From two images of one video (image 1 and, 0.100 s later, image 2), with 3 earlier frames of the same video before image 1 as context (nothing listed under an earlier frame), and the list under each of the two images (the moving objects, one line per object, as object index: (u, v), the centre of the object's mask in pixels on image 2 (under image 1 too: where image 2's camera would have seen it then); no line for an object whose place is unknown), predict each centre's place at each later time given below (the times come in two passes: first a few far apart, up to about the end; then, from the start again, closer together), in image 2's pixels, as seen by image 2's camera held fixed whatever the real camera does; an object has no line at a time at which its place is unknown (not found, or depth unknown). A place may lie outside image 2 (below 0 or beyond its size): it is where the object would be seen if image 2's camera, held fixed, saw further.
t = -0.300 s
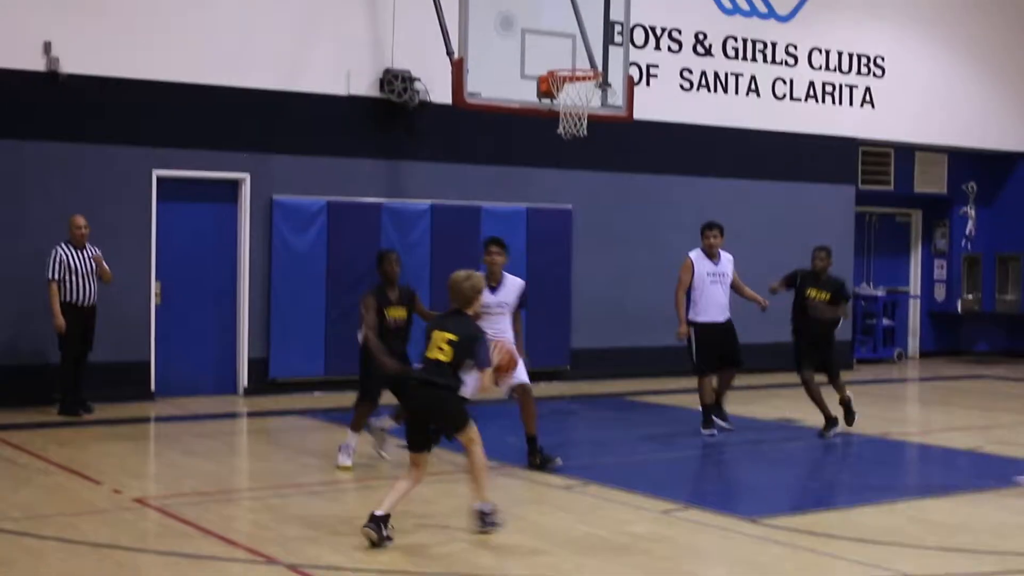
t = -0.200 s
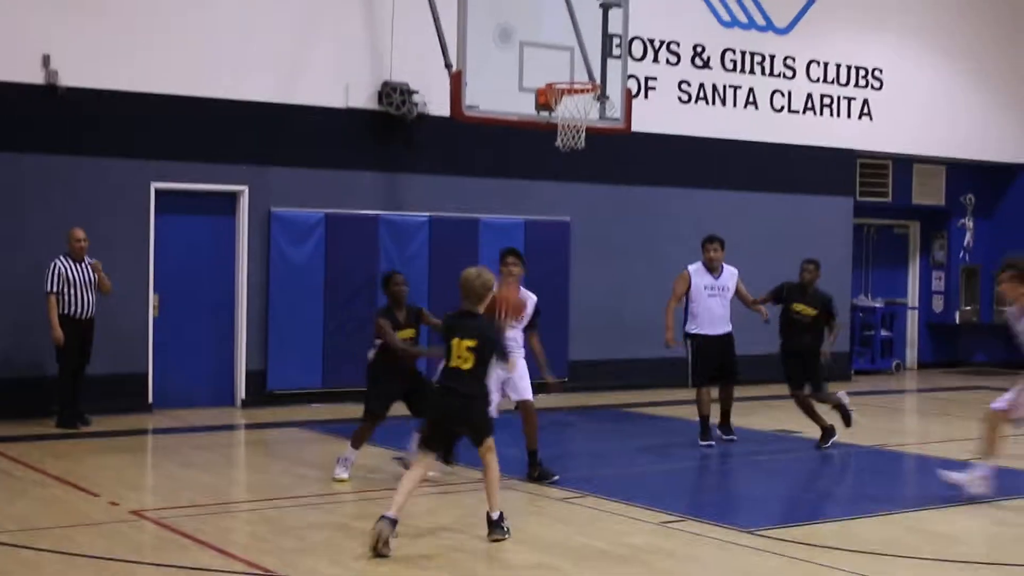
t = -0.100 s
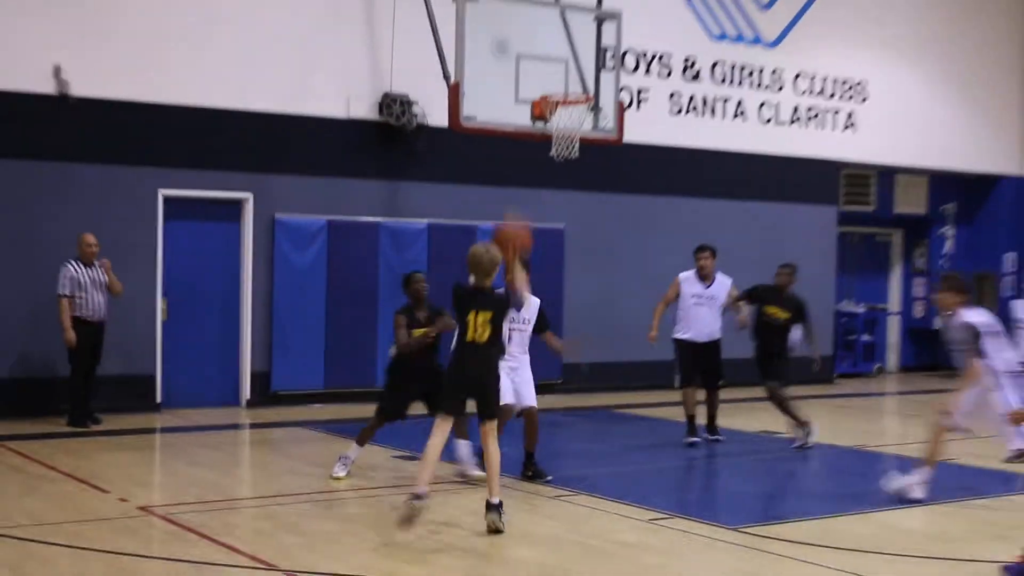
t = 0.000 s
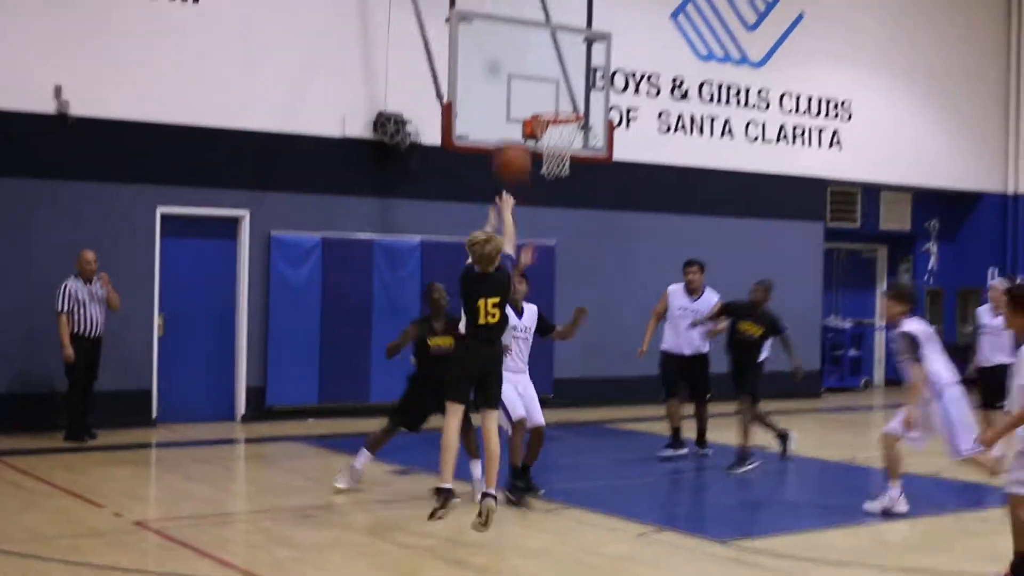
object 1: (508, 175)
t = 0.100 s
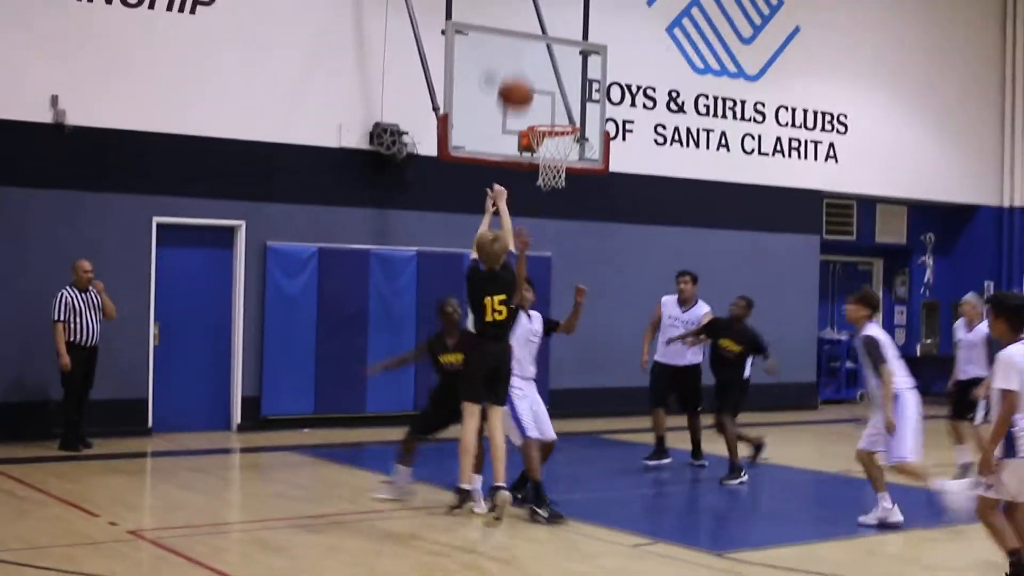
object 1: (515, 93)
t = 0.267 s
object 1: (527, 11)
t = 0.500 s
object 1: (538, -22)
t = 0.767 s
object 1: (551, 12)
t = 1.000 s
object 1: (557, 104)
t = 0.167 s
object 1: (520, 55)
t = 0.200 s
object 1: (522, 38)
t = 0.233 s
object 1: (525, 24)
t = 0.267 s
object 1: (527, 11)
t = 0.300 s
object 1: (529, 0)
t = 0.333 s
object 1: (531, -7)
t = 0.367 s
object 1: (533, -12)
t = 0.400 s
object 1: (535, -17)
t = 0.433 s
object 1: (536, -19)
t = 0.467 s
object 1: (538, -21)
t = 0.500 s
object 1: (538, -22)
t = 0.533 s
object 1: (540, -22)
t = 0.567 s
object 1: (543, -21)
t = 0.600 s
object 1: (545, -21)
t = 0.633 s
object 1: (546, -18)
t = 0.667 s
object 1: (548, -12)
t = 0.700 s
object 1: (549, -5)
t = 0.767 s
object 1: (551, 12)
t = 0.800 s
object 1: (552, 22)
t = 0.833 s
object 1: (553, 34)
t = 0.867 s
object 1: (554, 46)
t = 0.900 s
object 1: (555, 59)
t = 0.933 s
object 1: (555, 74)
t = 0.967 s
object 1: (556, 89)
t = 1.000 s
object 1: (557, 104)
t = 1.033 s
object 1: (557, 117)
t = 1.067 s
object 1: (556, 135)
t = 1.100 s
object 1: (552, 146)
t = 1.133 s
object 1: (545, 158)
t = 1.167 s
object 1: (540, 171)
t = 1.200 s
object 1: (536, 180)
